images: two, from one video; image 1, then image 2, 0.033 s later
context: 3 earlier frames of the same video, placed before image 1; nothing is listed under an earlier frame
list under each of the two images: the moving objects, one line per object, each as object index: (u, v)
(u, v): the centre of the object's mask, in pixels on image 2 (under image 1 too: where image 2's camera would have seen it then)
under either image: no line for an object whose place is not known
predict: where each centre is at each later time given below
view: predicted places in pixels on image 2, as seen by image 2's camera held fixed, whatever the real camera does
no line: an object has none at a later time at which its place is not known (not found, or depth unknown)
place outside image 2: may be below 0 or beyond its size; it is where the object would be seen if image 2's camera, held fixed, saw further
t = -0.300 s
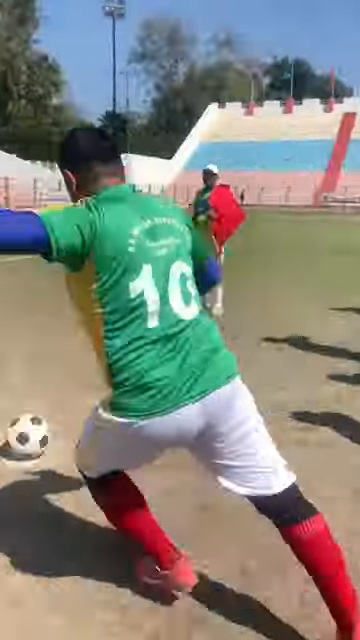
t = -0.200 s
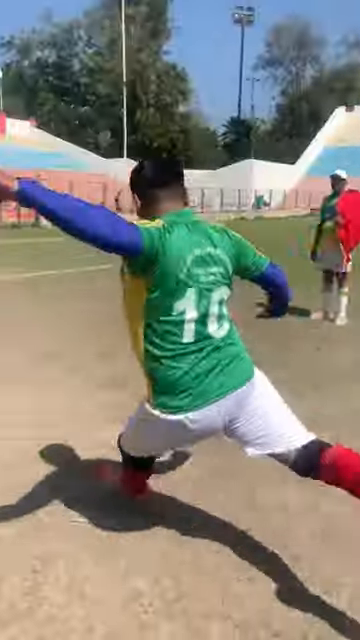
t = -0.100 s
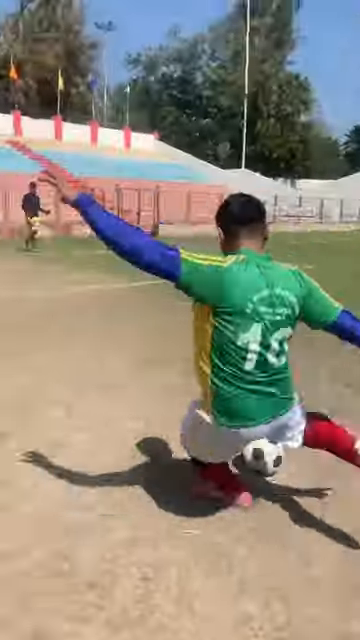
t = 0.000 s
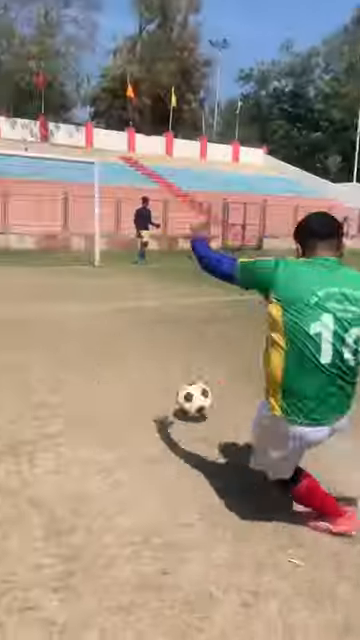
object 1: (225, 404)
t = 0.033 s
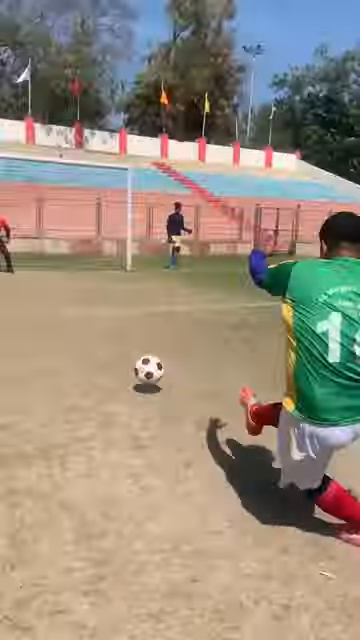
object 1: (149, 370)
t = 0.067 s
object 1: (92, 345)
